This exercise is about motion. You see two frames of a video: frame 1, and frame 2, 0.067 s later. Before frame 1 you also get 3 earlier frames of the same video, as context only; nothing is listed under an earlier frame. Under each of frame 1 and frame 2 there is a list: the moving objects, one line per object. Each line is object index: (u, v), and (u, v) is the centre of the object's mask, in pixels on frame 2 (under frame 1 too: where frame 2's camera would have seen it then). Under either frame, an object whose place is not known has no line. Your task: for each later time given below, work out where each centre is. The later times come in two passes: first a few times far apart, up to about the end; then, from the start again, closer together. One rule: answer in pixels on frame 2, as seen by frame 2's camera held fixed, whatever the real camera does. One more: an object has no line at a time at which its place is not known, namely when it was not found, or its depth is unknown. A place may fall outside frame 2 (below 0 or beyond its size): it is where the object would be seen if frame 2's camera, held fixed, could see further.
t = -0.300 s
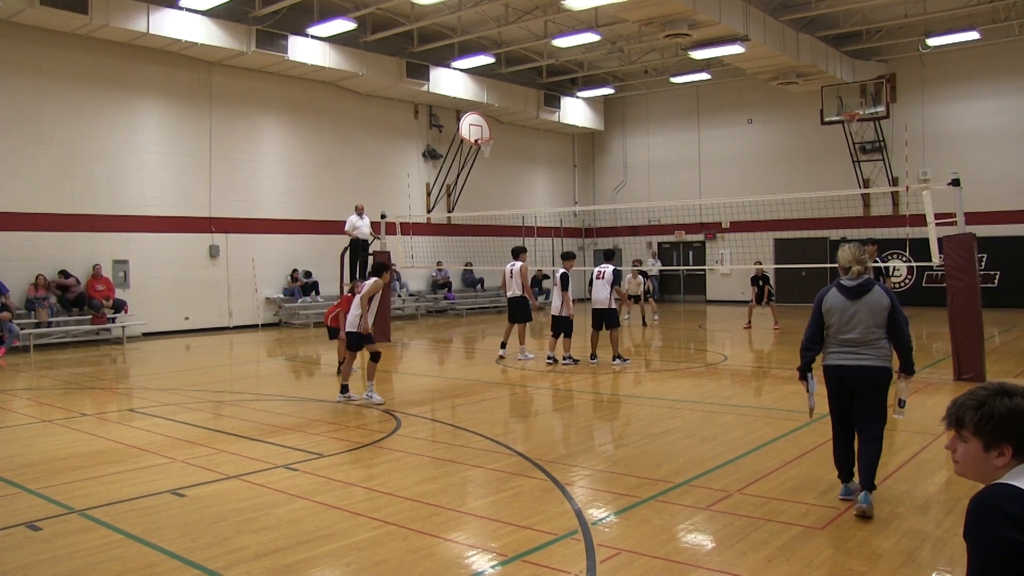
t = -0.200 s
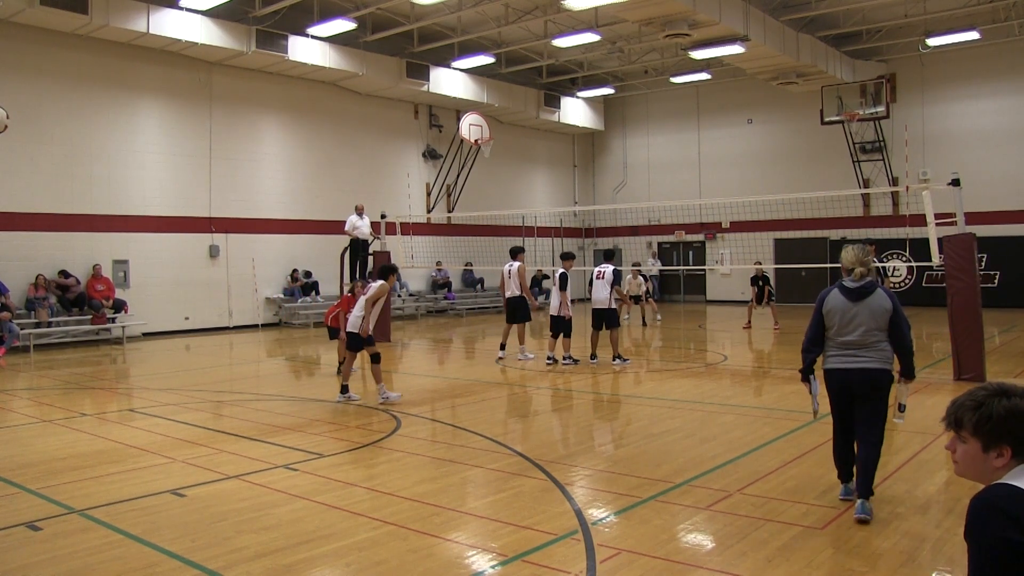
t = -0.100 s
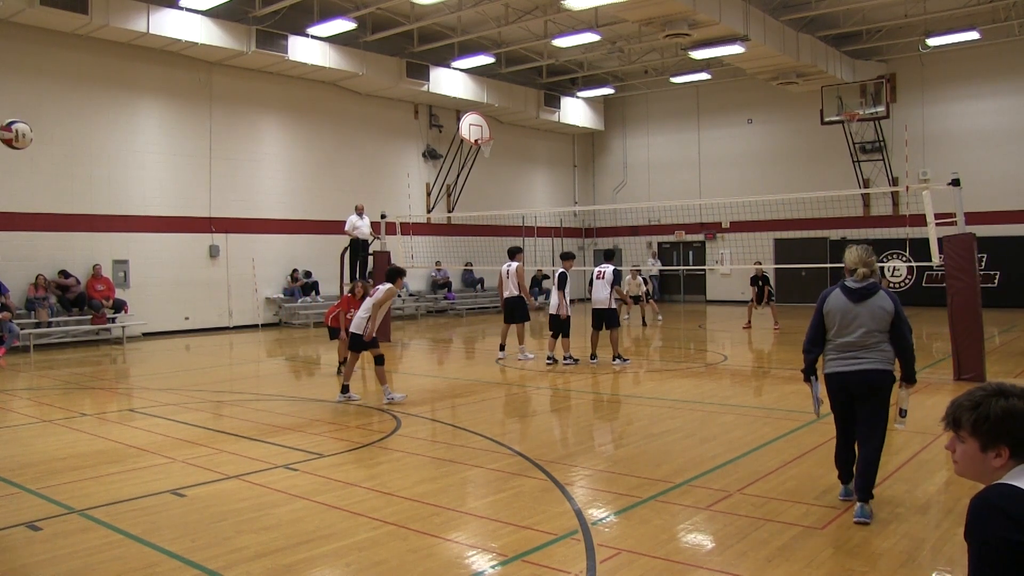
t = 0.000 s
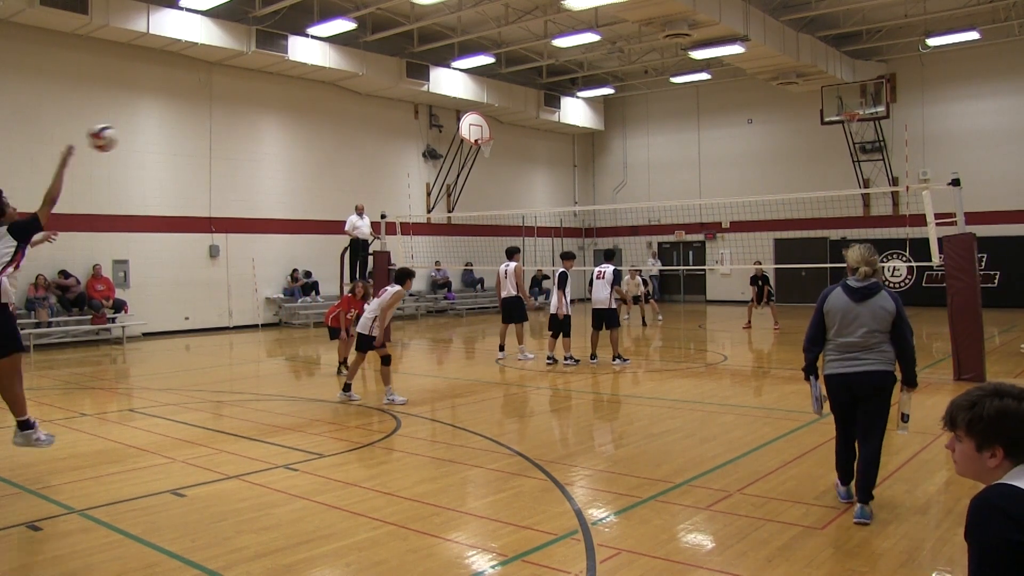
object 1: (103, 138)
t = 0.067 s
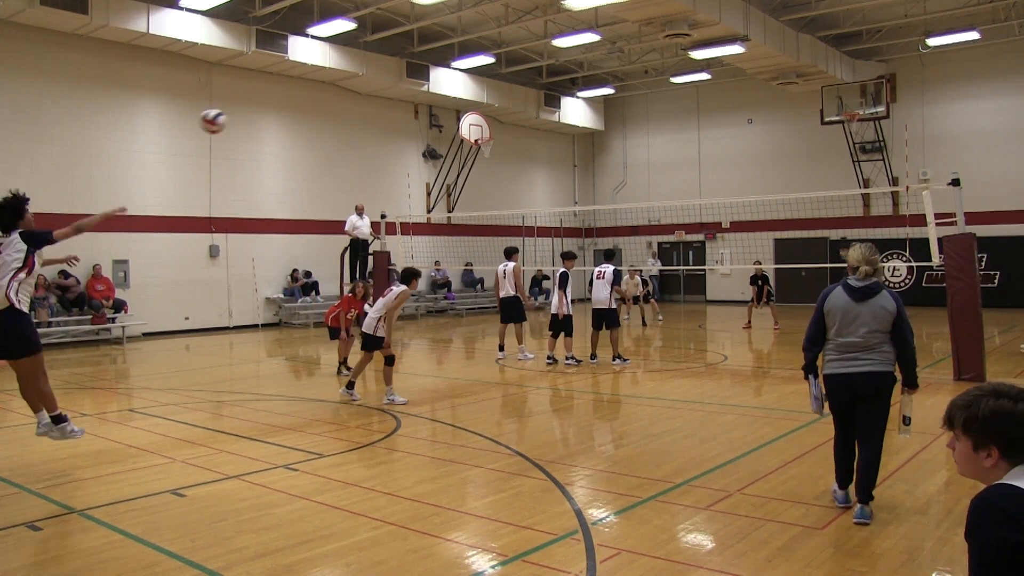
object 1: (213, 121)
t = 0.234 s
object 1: (407, 104)
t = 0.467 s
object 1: (568, 121)
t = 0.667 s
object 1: (656, 157)
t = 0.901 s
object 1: (727, 212)
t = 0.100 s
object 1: (260, 115)
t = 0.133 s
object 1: (302, 110)
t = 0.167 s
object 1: (340, 107)
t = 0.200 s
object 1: (375, 105)
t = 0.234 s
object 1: (407, 104)
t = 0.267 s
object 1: (436, 105)
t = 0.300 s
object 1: (462, 106)
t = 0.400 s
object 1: (530, 113)
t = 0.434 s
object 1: (550, 115)
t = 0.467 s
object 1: (568, 121)
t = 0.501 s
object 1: (585, 125)
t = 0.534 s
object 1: (601, 130)
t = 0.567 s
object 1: (616, 136)
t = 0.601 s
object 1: (630, 143)
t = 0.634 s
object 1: (644, 150)
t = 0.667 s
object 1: (656, 157)
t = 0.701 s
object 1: (668, 164)
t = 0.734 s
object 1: (679, 172)
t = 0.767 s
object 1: (690, 180)
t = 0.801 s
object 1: (700, 187)
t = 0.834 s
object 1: (709, 195)
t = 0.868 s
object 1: (719, 204)
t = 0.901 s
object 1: (727, 212)
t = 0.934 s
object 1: (735, 221)
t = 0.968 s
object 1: (743, 229)
